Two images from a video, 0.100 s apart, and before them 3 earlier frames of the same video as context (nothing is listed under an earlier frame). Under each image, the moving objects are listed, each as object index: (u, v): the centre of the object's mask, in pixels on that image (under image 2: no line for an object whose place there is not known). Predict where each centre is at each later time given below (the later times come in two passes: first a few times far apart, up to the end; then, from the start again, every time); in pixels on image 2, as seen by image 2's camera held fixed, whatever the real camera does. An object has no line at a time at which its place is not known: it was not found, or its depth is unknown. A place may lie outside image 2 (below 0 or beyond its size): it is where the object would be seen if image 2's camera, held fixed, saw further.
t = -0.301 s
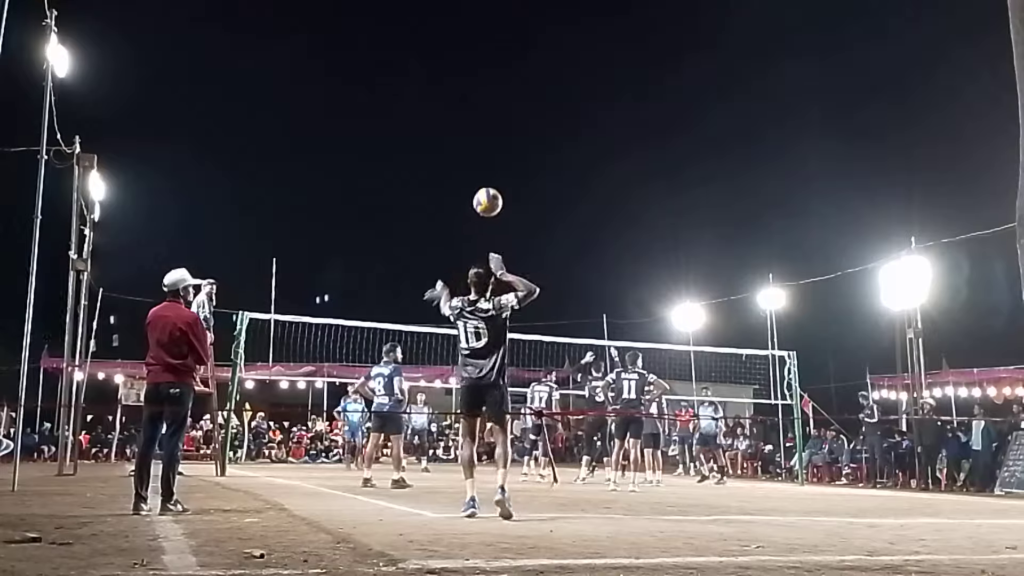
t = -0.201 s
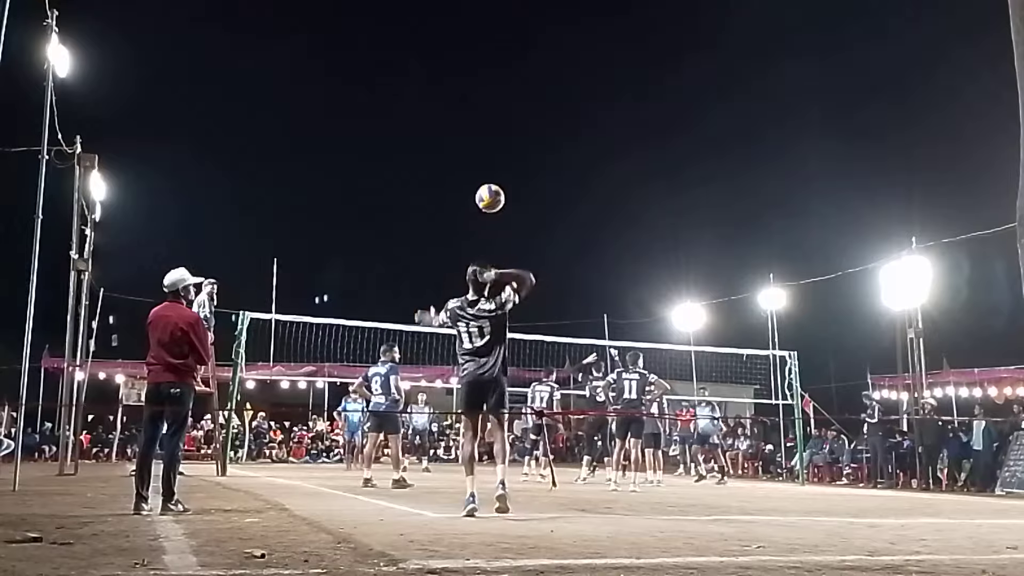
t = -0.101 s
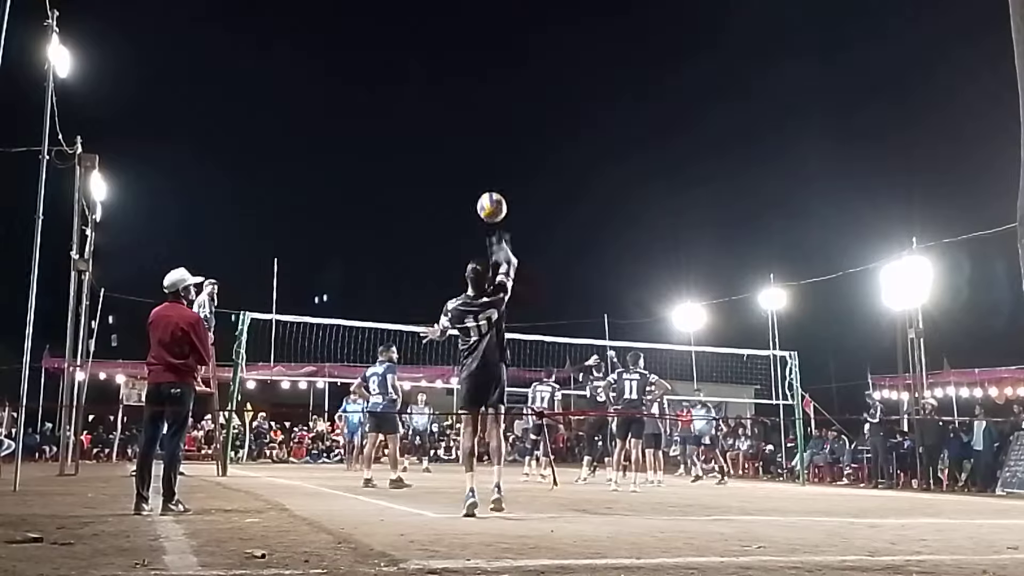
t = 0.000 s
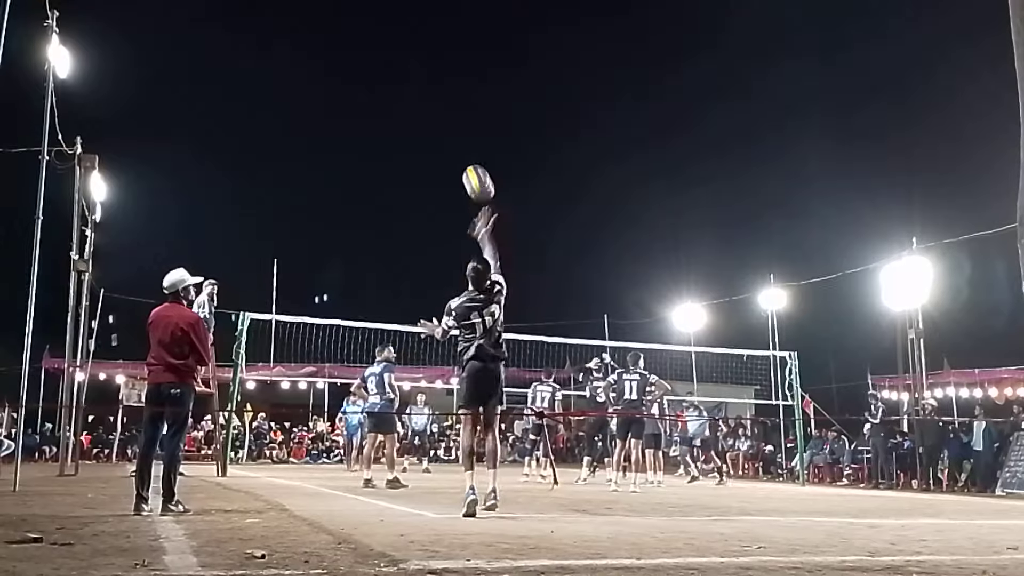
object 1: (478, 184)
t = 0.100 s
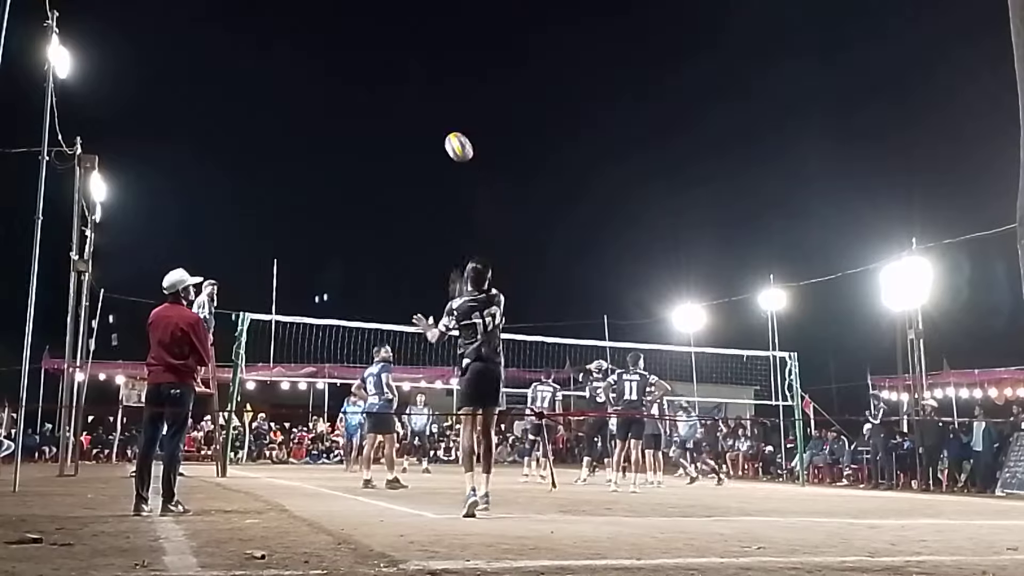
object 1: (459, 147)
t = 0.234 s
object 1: (438, 124)
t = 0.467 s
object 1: (408, 127)
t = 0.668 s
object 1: (384, 160)
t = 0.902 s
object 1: (358, 220)
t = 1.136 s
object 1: (334, 295)
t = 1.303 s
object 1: (315, 357)
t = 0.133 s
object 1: (453, 139)
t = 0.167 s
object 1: (448, 133)
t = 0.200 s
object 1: (442, 127)
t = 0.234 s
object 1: (438, 124)
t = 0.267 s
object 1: (433, 121)
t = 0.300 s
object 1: (429, 120)
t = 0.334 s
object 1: (424, 120)
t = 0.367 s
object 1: (420, 120)
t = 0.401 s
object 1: (416, 122)
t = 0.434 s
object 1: (412, 124)
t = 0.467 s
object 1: (408, 127)
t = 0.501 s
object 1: (404, 131)
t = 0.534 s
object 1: (399, 136)
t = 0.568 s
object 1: (395, 141)
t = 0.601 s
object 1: (392, 147)
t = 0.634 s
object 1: (388, 153)
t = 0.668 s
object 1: (384, 160)
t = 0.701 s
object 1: (380, 167)
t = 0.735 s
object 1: (376, 175)
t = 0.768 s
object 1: (373, 183)
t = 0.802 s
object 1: (369, 192)
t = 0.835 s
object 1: (365, 200)
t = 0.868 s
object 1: (362, 210)
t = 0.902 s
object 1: (358, 220)
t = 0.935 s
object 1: (355, 229)
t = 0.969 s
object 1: (351, 240)
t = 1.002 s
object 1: (348, 250)
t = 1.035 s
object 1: (344, 261)
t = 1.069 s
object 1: (340, 273)
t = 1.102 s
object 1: (337, 284)
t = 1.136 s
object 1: (334, 295)
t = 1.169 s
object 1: (330, 308)
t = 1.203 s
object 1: (326, 319)
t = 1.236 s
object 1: (322, 333)
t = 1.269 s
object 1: (319, 345)
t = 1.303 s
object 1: (315, 357)
